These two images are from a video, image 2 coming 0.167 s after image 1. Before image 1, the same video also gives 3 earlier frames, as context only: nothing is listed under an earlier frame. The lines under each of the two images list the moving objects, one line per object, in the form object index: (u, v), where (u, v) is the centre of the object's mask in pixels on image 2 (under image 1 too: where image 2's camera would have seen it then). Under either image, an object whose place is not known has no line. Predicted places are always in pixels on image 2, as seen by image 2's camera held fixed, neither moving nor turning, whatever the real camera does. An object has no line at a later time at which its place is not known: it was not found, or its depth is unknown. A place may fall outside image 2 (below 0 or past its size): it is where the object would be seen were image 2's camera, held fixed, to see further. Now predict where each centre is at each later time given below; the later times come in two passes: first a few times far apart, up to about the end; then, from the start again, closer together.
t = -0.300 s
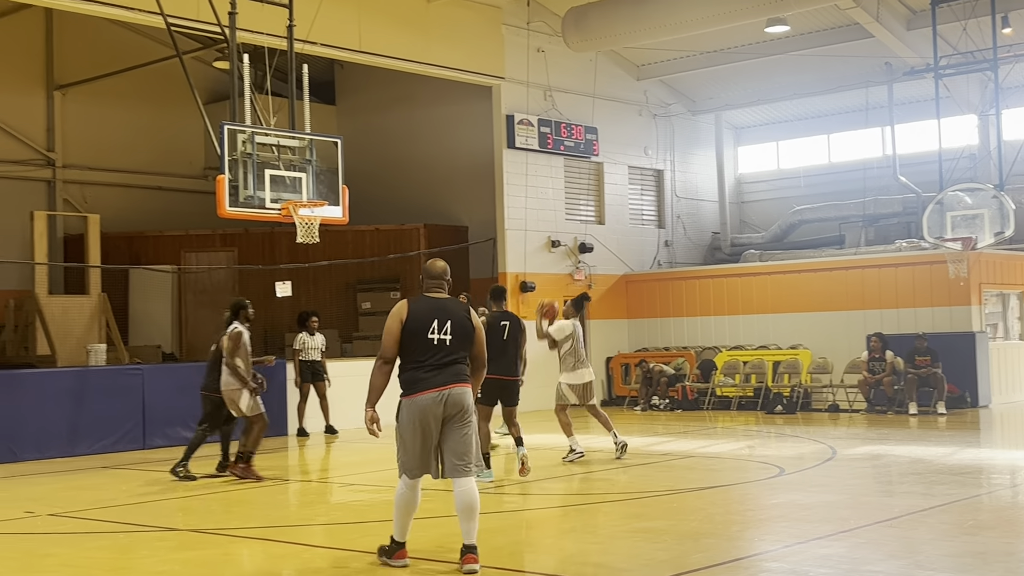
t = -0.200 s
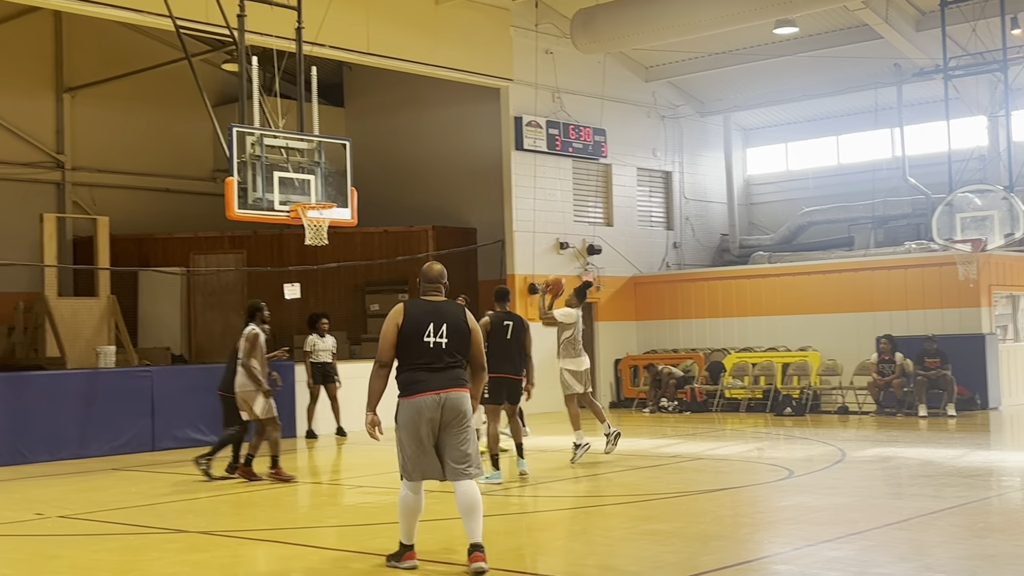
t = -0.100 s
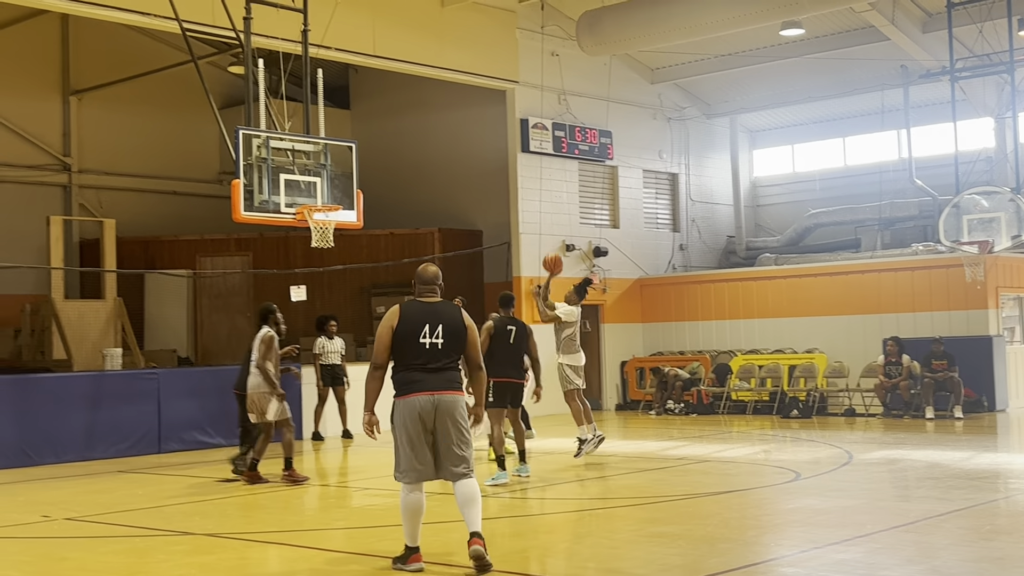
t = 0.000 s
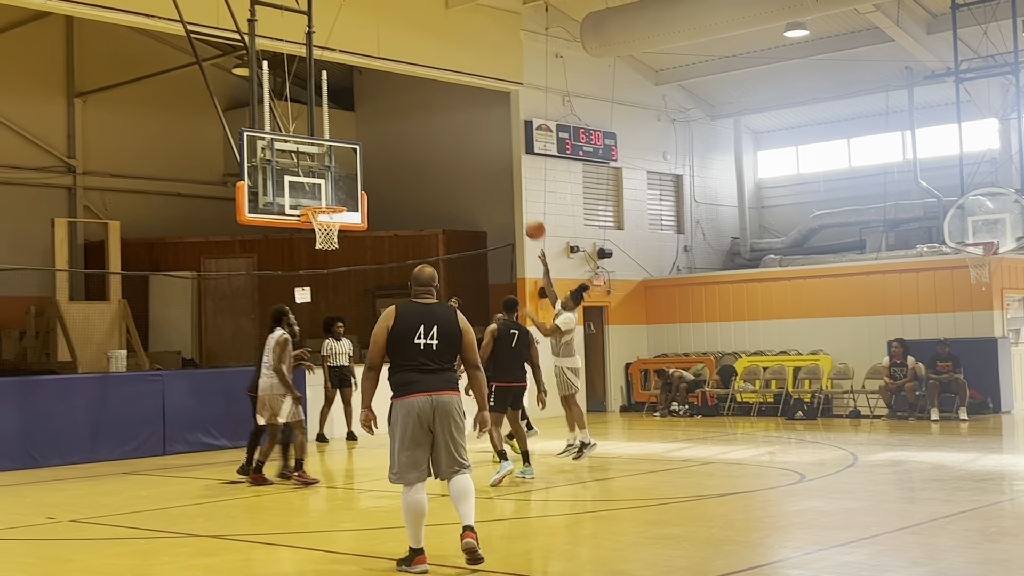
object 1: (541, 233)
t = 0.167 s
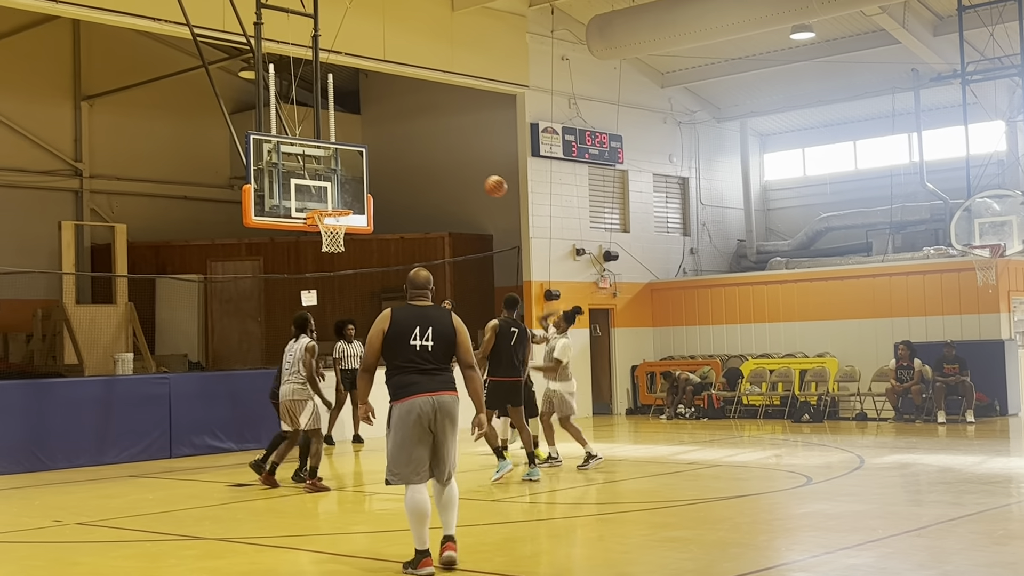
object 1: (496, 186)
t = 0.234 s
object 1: (478, 175)
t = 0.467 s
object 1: (419, 164)
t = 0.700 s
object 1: (363, 197)
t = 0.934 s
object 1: (404, 217)
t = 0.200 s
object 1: (487, 180)
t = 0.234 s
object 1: (478, 175)
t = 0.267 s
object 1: (469, 170)
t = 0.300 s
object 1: (461, 167)
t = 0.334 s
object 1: (452, 164)
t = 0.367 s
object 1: (444, 163)
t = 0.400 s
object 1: (435, 162)
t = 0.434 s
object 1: (427, 163)
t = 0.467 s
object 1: (419, 164)
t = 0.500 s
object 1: (410, 166)
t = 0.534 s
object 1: (402, 169)
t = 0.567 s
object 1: (394, 173)
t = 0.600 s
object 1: (386, 178)
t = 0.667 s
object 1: (370, 190)
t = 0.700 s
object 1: (363, 197)
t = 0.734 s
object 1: (355, 205)
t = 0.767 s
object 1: (360, 206)
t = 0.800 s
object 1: (370, 207)
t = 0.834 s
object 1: (378, 208)
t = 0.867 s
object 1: (386, 210)
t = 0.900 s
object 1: (395, 213)
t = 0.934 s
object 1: (404, 217)
